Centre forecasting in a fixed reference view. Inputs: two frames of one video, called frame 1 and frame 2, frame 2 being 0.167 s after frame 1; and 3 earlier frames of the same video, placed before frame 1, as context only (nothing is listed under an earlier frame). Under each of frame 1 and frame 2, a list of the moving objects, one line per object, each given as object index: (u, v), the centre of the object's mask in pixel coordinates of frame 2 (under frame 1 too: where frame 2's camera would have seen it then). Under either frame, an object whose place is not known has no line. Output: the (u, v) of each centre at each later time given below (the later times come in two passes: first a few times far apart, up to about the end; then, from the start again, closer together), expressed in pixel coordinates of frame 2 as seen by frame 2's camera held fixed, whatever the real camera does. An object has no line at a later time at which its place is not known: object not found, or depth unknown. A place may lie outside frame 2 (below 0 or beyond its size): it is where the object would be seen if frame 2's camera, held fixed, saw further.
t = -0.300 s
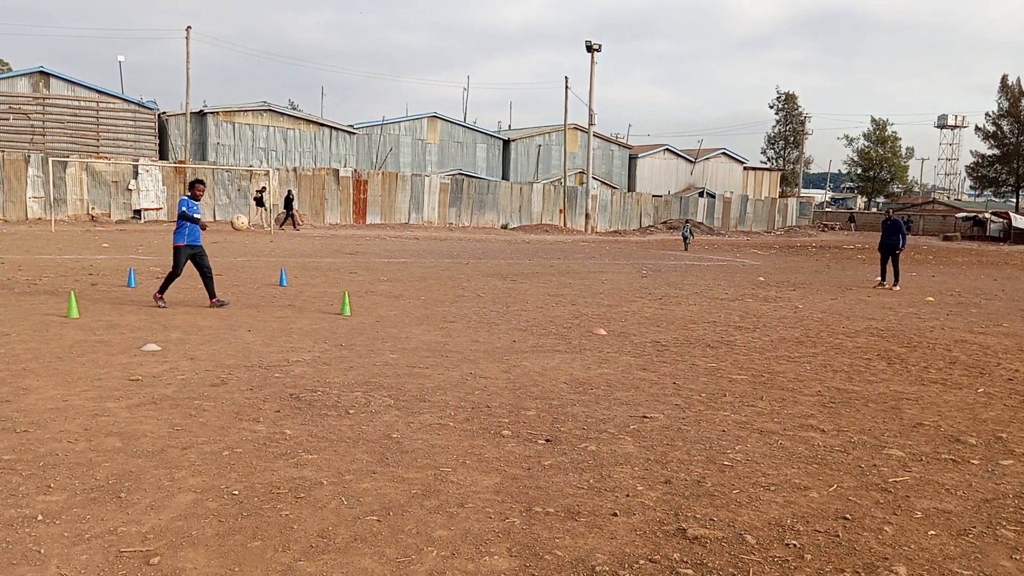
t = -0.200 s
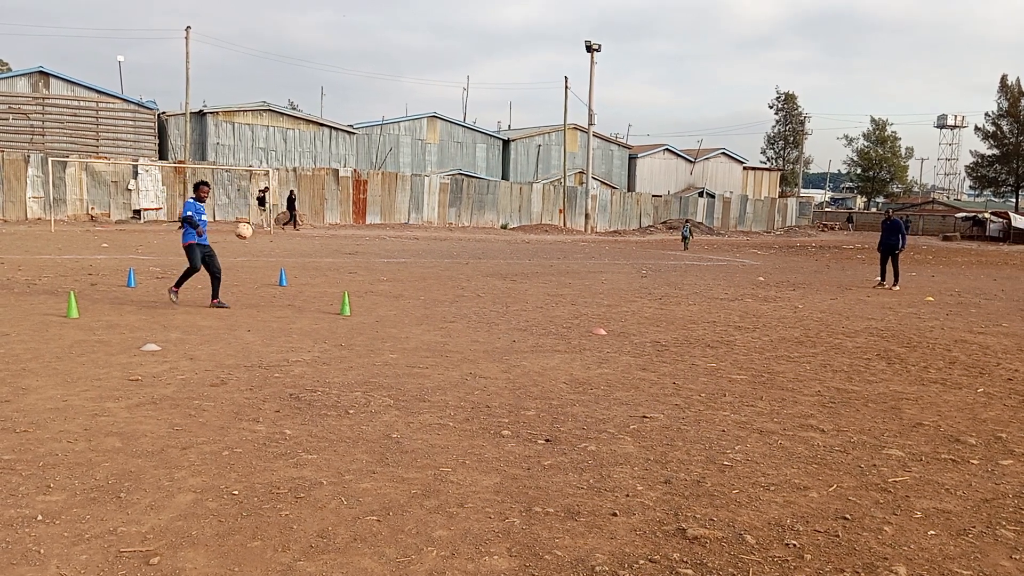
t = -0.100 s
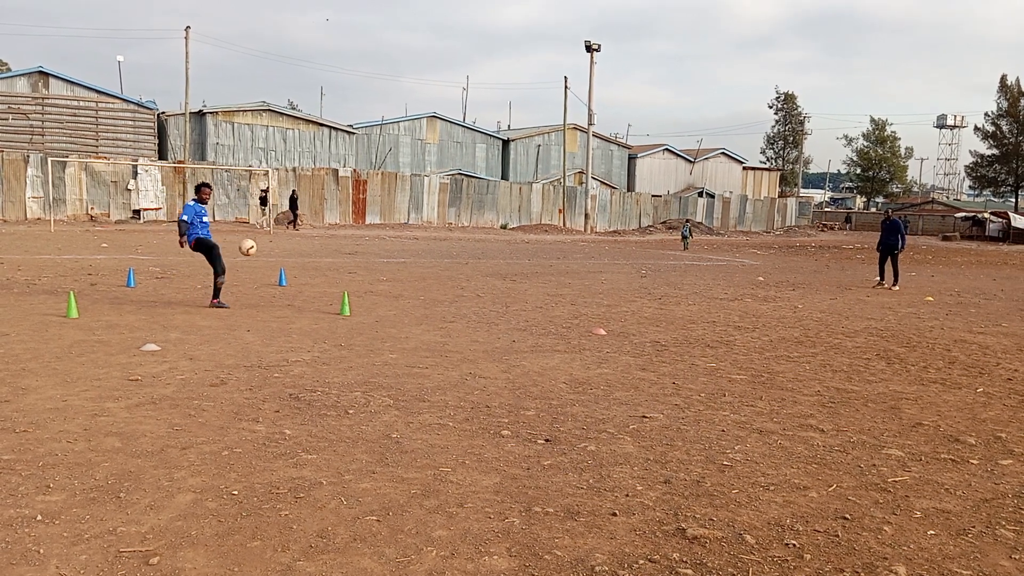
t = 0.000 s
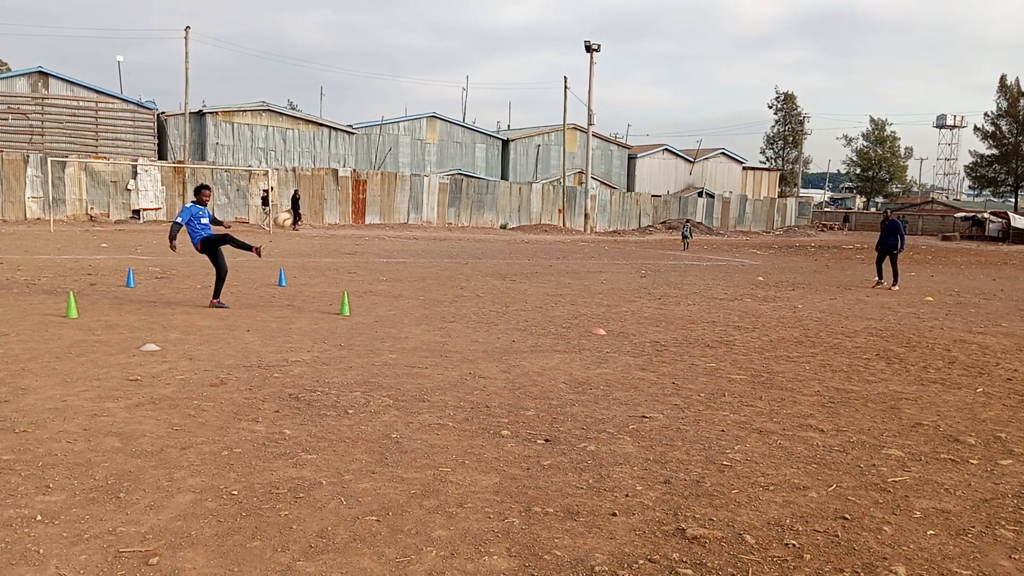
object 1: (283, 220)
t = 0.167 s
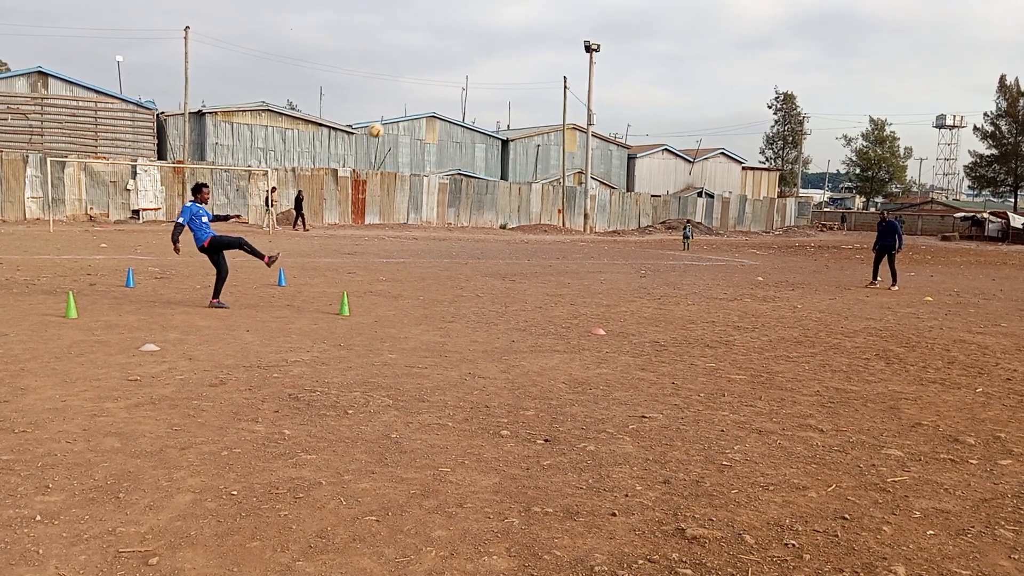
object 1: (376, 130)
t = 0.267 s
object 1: (426, 91)
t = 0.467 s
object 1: (516, 41)
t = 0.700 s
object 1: (606, 23)
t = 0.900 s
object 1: (671, 35)
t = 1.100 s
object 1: (727, 69)
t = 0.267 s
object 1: (426, 91)
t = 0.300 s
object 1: (442, 81)
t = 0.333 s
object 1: (458, 70)
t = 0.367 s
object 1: (473, 62)
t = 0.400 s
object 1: (488, 54)
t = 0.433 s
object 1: (502, 47)
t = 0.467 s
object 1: (516, 41)
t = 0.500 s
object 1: (530, 35)
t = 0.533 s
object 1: (544, 31)
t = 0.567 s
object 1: (557, 28)
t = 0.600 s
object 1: (570, 26)
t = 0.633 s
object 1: (582, 24)
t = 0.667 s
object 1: (594, 23)
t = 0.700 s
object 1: (606, 23)
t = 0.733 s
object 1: (618, 23)
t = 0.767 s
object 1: (630, 24)
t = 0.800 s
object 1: (640, 26)
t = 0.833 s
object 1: (651, 28)
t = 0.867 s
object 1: (661, 32)
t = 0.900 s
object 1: (671, 35)
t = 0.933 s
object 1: (681, 39)
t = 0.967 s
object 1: (691, 44)
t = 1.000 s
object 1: (700, 49)
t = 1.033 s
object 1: (709, 55)
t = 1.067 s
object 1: (718, 61)
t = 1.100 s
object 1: (727, 69)
